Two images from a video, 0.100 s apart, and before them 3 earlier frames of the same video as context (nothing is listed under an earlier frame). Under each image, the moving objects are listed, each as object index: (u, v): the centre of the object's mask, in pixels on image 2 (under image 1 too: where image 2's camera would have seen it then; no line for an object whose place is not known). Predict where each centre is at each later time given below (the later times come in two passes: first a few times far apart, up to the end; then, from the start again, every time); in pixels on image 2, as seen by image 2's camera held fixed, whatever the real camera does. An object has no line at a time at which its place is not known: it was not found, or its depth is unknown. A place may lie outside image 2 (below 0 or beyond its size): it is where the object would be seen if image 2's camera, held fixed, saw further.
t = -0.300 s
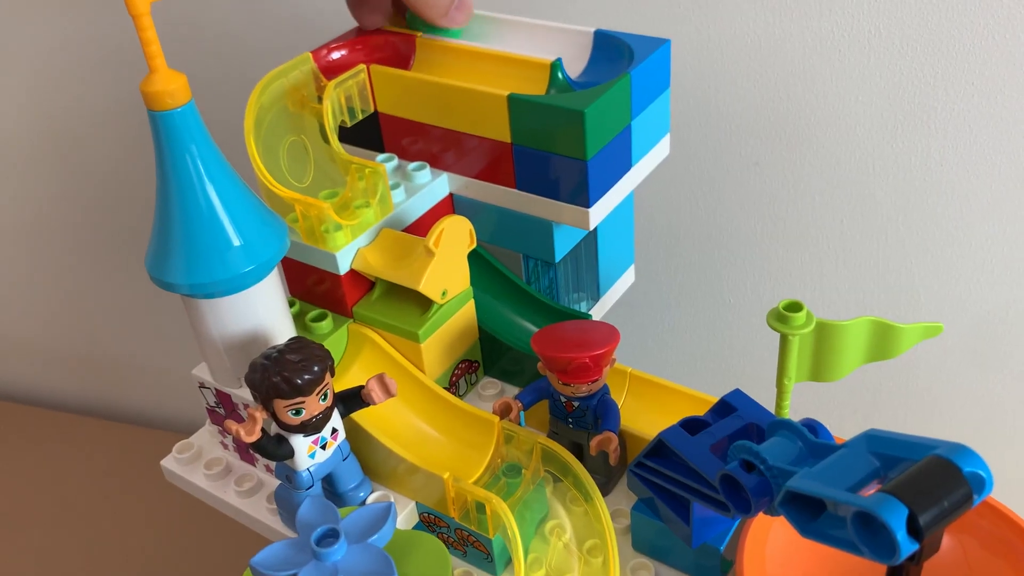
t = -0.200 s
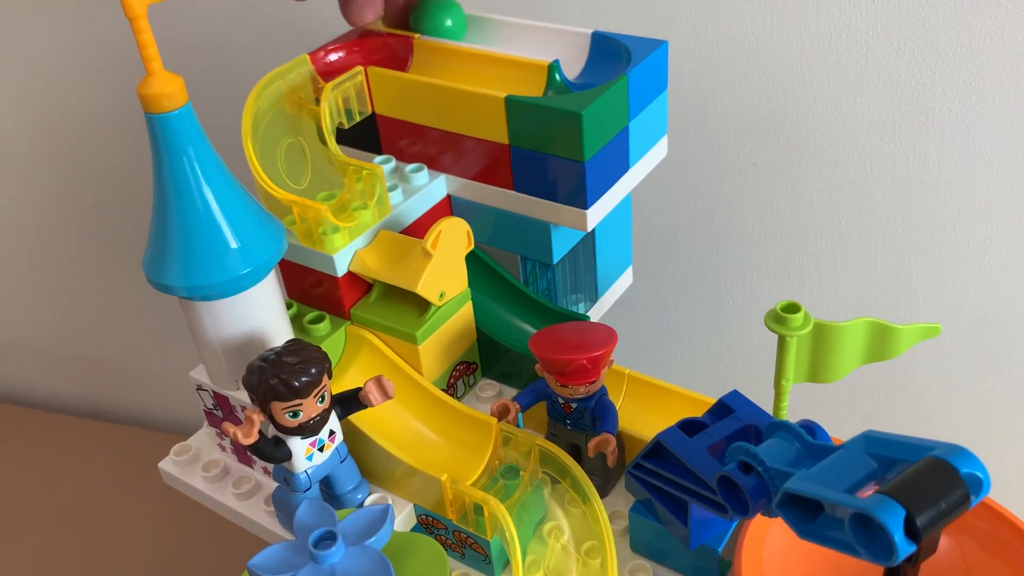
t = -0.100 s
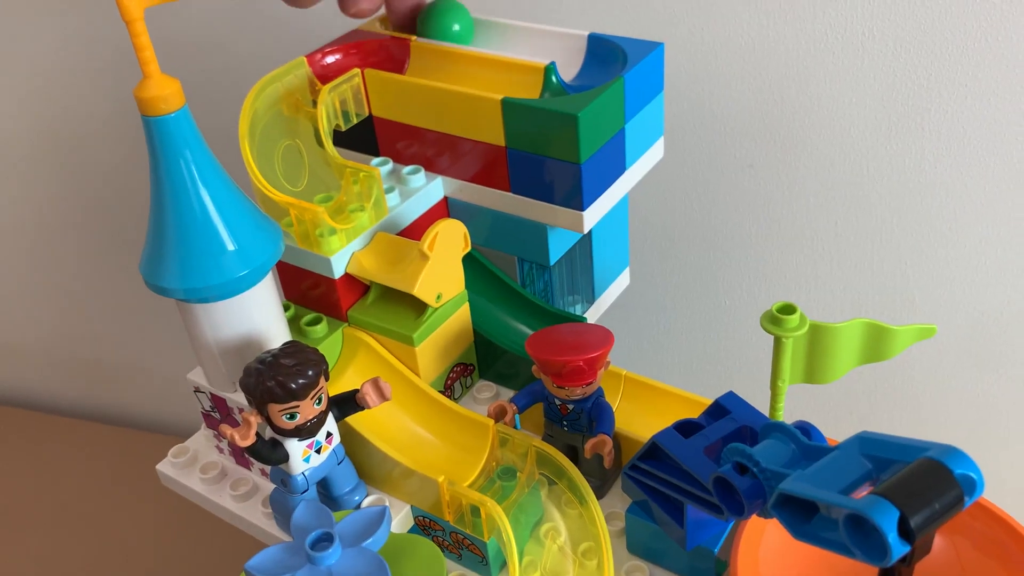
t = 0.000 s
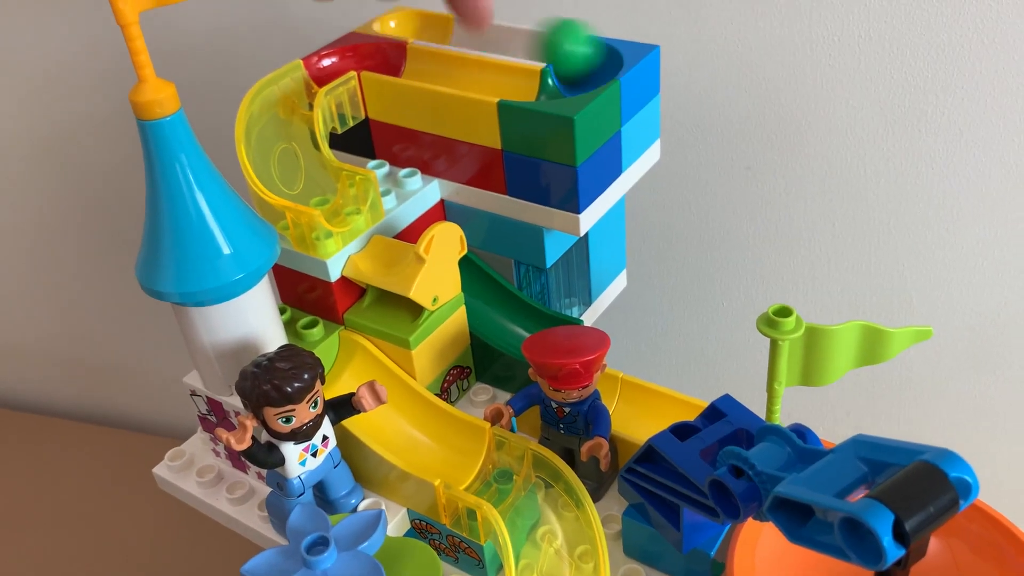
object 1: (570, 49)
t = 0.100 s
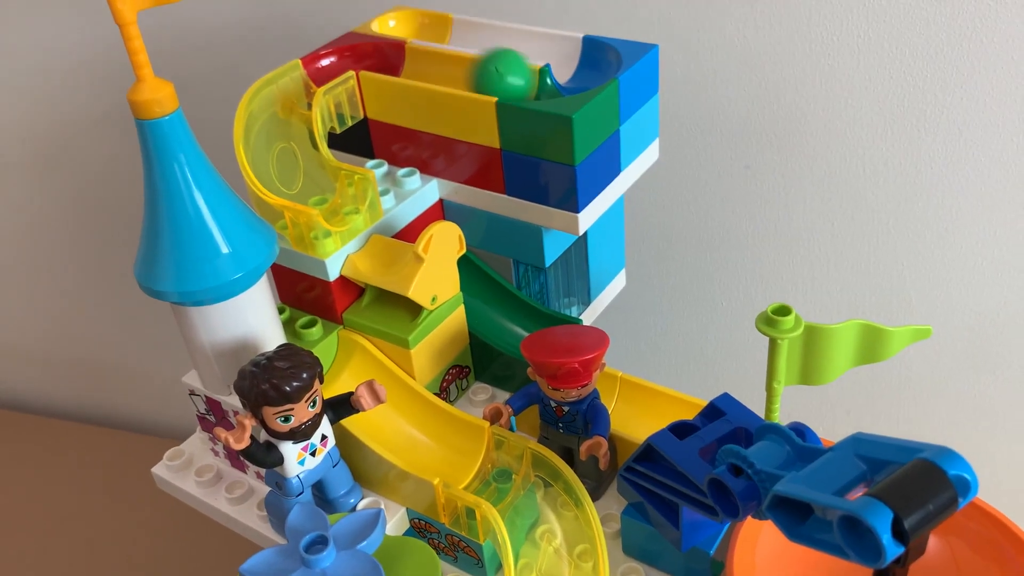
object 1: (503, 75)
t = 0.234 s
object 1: (398, 56)
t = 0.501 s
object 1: (288, 85)
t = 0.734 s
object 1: (381, 231)
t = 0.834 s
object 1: (353, 315)
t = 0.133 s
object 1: (470, 69)
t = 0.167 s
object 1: (443, 64)
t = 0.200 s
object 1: (419, 60)
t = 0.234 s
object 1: (398, 56)
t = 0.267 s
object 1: (378, 52)
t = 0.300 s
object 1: (359, 52)
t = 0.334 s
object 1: (338, 55)
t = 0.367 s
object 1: (325, 60)
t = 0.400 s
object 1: (317, 64)
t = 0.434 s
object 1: (307, 71)
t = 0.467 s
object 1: (297, 78)
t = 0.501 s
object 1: (288, 85)
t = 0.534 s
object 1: (280, 95)
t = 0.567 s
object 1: (274, 111)
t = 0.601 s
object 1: (275, 136)
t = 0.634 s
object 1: (292, 169)
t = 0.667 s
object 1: (326, 186)
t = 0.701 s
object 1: (356, 199)
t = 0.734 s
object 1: (381, 231)
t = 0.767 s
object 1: (365, 251)
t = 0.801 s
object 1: (360, 275)
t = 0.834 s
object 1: (353, 315)
